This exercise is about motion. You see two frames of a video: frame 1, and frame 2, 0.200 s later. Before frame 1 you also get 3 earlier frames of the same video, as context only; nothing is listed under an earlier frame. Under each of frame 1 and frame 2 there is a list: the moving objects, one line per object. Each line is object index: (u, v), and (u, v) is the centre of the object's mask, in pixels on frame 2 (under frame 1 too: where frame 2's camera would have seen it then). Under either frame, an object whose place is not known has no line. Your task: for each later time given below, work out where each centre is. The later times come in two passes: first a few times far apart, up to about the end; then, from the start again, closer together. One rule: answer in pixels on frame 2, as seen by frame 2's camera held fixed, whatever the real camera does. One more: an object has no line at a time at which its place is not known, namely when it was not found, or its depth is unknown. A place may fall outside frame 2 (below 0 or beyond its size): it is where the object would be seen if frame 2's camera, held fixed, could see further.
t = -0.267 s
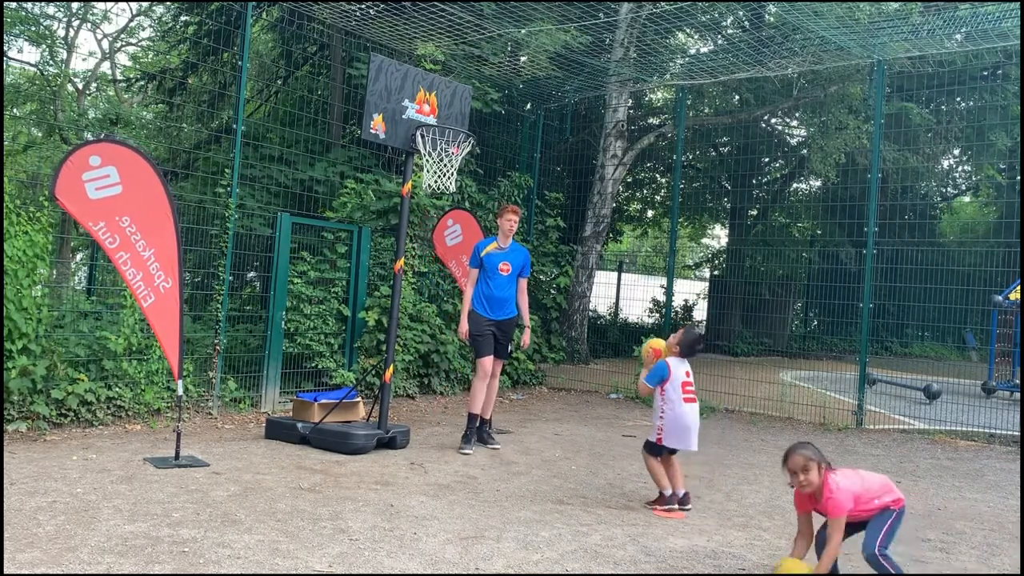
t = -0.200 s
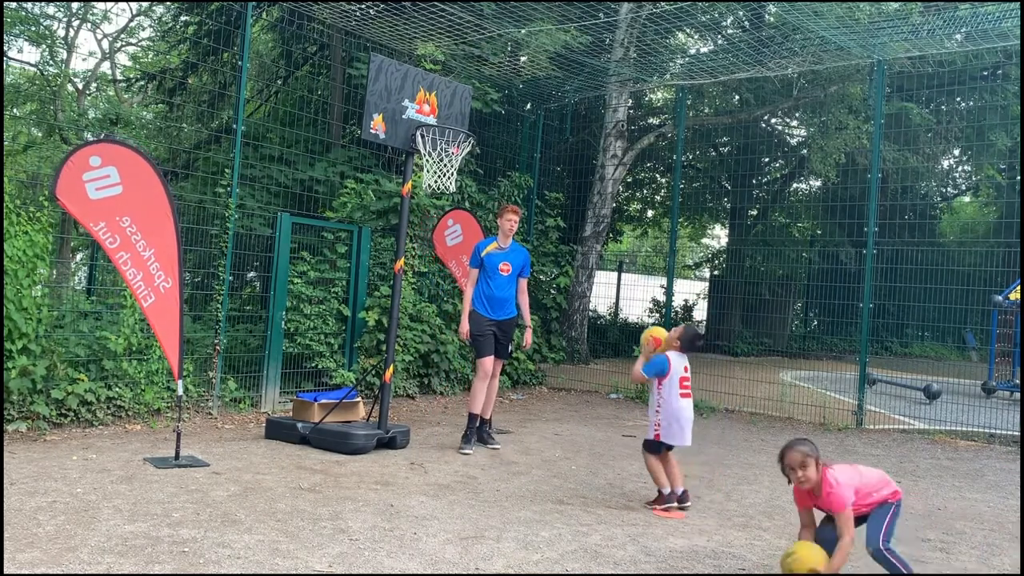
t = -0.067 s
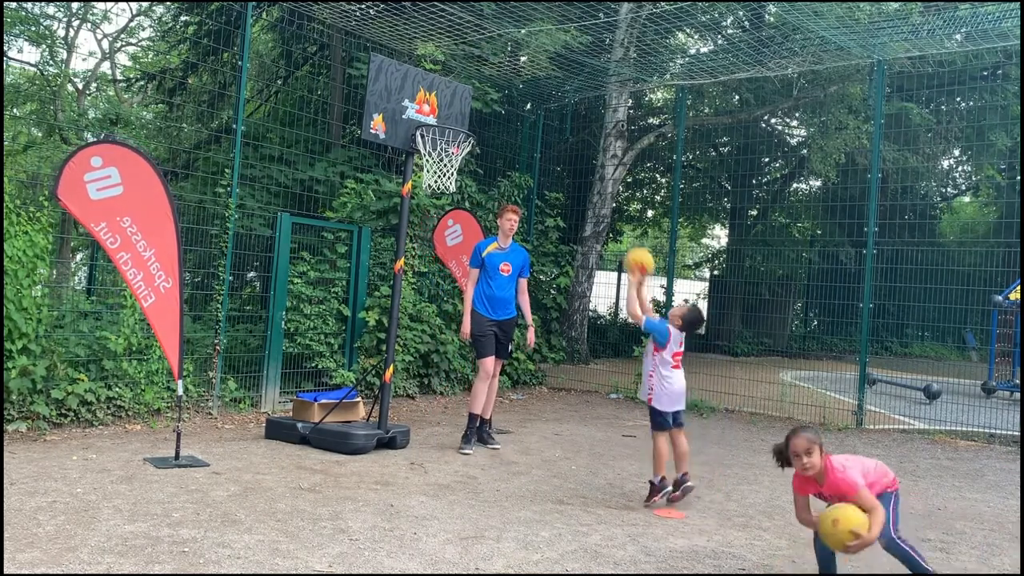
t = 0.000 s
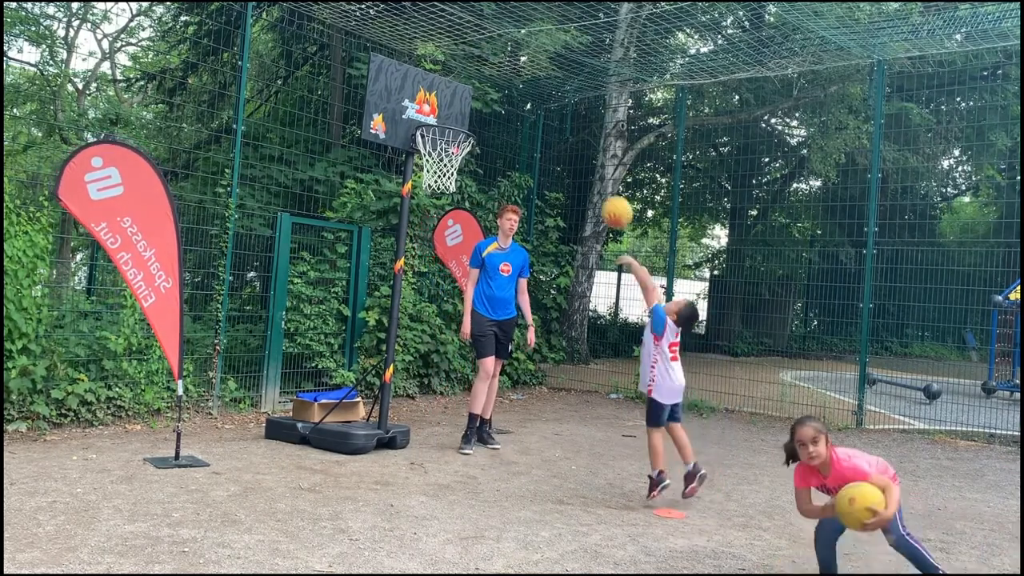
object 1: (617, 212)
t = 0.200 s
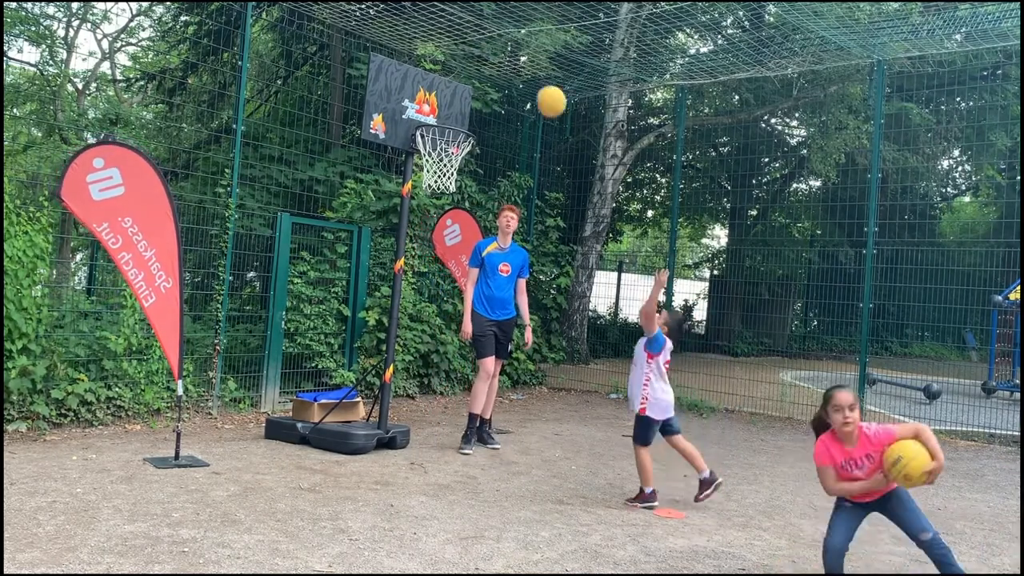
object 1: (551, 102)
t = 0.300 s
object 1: (518, 69)
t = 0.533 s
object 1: (439, 48)
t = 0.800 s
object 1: (352, 109)
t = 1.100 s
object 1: (253, 273)
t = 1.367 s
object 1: (192, 383)
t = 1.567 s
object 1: (191, 276)
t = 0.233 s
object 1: (540, 89)
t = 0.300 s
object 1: (518, 69)
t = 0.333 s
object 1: (506, 62)
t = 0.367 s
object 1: (495, 56)
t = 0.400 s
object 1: (484, 51)
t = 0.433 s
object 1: (473, 49)
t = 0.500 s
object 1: (450, 47)
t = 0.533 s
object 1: (439, 48)
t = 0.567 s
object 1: (429, 51)
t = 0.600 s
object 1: (418, 55)
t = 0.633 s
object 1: (407, 61)
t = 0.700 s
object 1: (385, 76)
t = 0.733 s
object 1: (374, 86)
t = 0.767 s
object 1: (363, 97)
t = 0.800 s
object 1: (352, 109)
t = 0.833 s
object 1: (341, 123)
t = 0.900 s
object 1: (319, 153)
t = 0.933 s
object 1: (308, 171)
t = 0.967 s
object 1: (297, 189)
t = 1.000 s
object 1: (286, 208)
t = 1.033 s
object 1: (275, 229)
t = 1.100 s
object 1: (253, 273)
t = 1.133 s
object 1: (242, 297)
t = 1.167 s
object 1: (231, 322)
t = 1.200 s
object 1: (220, 348)
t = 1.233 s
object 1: (210, 374)
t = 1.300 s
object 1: (191, 429)
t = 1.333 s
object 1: (191, 406)
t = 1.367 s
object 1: (192, 383)
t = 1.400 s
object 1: (192, 362)
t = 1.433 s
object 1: (192, 342)
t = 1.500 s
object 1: (192, 307)
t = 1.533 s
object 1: (191, 291)
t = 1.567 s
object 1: (191, 276)
